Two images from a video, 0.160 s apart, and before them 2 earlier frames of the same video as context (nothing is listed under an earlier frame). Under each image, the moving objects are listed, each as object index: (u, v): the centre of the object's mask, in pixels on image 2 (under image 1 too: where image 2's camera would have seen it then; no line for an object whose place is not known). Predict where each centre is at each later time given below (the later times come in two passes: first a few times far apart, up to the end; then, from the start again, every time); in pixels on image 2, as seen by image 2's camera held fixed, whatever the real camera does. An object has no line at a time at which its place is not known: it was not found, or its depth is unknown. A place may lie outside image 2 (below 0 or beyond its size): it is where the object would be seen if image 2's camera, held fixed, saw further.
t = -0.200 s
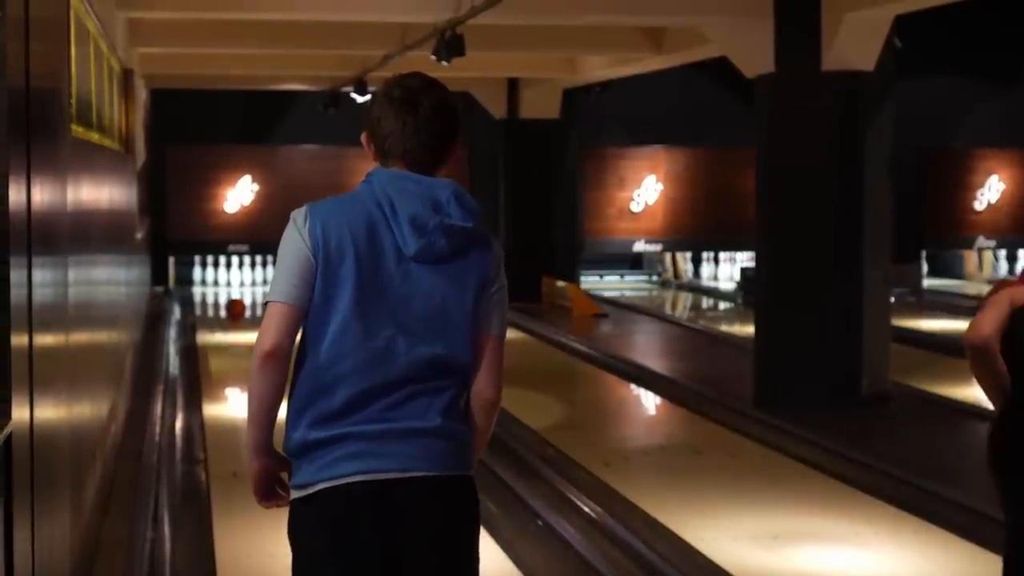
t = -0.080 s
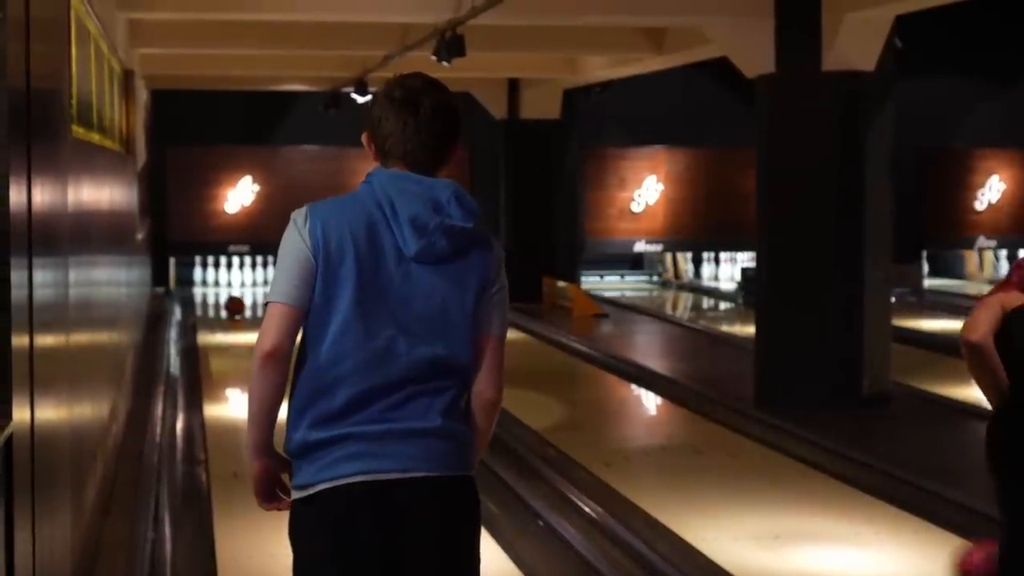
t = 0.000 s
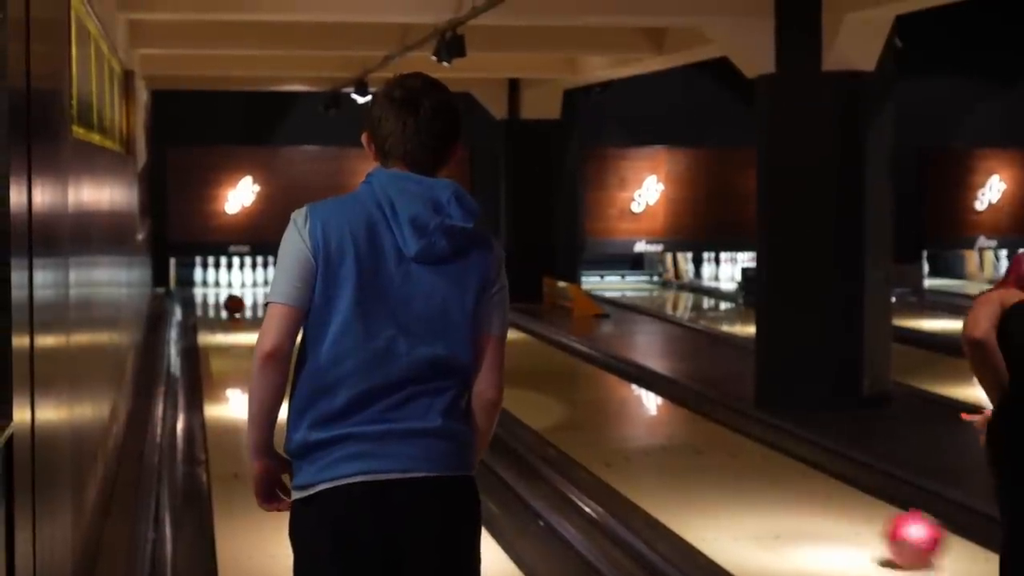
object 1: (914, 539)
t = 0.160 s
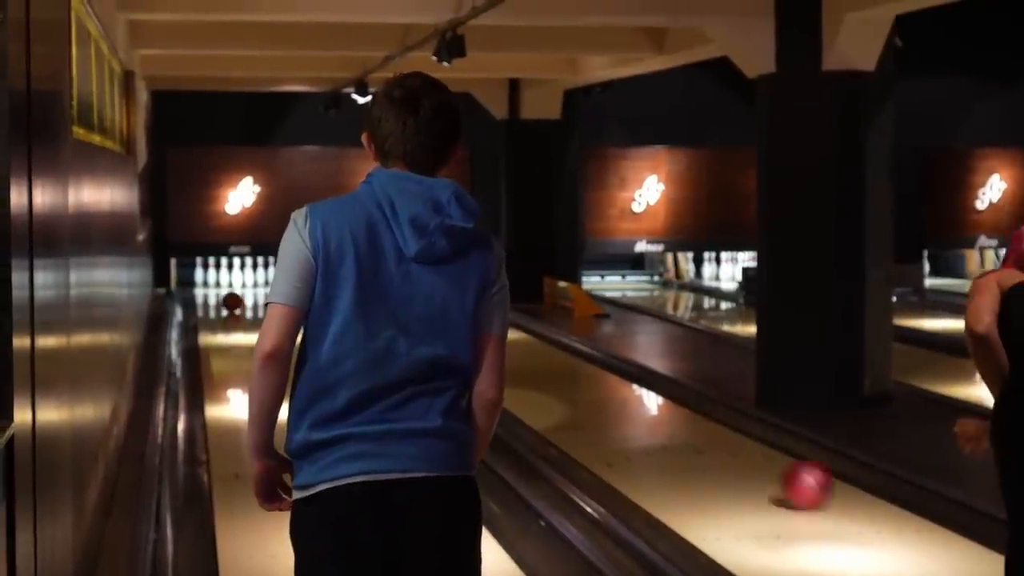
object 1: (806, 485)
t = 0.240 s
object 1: (764, 465)
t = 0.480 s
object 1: (667, 416)
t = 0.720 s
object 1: (597, 381)
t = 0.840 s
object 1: (570, 368)
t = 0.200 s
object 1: (784, 475)
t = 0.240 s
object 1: (764, 465)
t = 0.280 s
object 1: (744, 456)
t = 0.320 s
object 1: (727, 446)
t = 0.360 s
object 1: (711, 438)
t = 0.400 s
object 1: (695, 430)
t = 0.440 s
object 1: (680, 423)
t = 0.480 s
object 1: (667, 416)
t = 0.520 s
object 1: (653, 409)
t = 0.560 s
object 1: (640, 403)
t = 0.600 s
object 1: (629, 396)
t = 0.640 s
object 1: (618, 392)
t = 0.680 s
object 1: (607, 386)
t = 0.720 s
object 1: (597, 381)
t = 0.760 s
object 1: (588, 376)
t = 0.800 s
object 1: (579, 371)
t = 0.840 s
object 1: (570, 368)
